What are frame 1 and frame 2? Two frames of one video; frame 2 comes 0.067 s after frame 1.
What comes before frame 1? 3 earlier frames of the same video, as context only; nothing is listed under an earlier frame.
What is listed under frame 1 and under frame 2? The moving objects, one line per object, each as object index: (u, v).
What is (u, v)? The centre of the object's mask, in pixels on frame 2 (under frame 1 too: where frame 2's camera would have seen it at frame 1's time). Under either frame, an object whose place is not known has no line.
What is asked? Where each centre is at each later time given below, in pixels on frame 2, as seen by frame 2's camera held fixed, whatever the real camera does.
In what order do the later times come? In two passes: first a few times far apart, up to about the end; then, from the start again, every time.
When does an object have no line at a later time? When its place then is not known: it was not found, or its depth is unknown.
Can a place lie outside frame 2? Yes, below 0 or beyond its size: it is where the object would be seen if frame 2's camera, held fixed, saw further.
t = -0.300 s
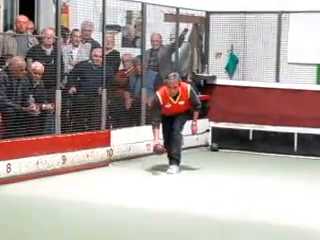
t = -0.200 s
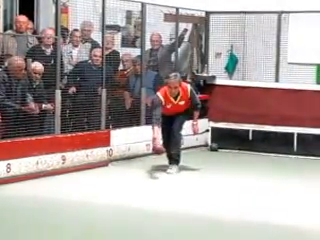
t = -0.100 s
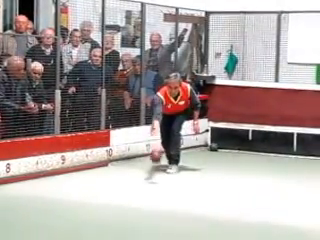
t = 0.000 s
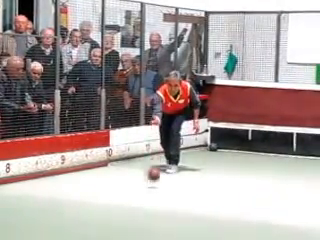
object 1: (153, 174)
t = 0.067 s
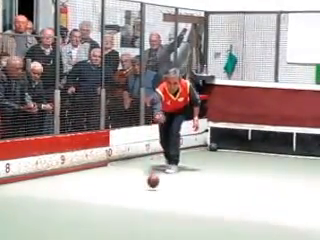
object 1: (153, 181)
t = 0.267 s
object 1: (152, 191)
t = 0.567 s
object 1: (150, 204)
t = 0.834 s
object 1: (151, 218)
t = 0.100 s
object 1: (153, 181)
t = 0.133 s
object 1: (153, 182)
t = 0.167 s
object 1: (153, 184)
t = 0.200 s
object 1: (153, 187)
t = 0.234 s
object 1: (152, 189)
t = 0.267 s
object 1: (152, 191)
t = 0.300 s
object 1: (152, 192)
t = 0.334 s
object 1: (152, 194)
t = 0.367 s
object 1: (152, 195)
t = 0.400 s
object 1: (151, 196)
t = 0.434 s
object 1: (151, 198)
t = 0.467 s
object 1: (151, 199)
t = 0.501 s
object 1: (151, 201)
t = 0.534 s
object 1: (151, 202)
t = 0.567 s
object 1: (150, 204)
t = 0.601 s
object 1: (151, 205)
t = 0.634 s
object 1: (150, 208)
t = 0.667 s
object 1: (150, 209)
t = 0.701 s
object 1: (149, 211)
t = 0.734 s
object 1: (149, 213)
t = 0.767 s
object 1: (149, 215)
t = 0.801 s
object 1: (149, 217)
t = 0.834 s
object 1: (151, 218)
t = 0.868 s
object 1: (148, 221)
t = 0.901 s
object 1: (150, 223)
